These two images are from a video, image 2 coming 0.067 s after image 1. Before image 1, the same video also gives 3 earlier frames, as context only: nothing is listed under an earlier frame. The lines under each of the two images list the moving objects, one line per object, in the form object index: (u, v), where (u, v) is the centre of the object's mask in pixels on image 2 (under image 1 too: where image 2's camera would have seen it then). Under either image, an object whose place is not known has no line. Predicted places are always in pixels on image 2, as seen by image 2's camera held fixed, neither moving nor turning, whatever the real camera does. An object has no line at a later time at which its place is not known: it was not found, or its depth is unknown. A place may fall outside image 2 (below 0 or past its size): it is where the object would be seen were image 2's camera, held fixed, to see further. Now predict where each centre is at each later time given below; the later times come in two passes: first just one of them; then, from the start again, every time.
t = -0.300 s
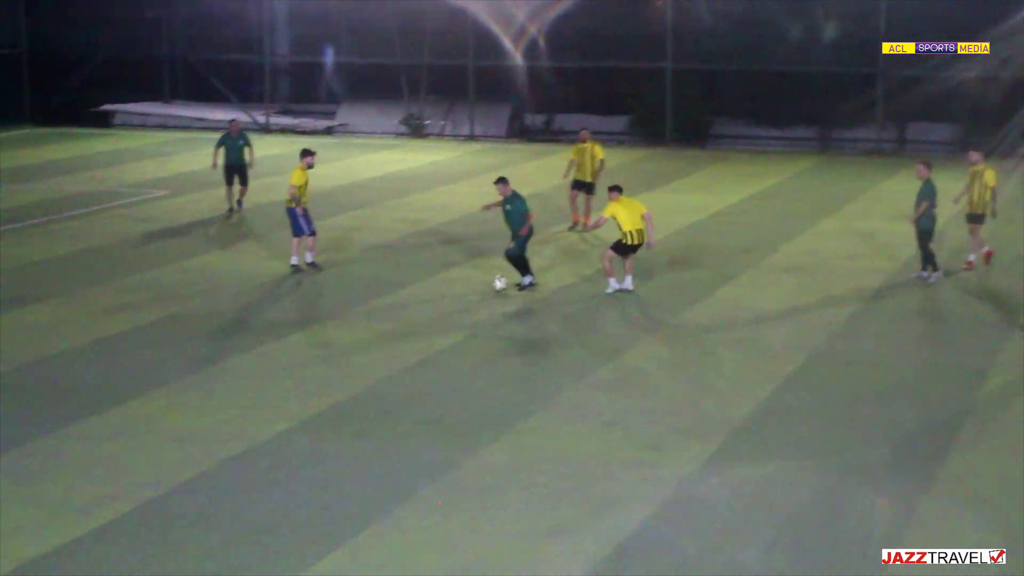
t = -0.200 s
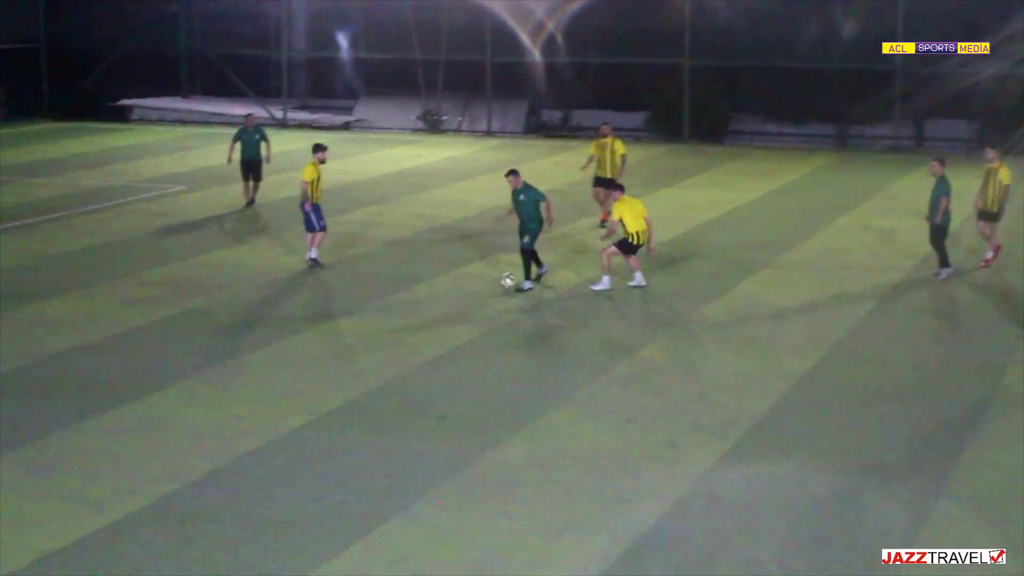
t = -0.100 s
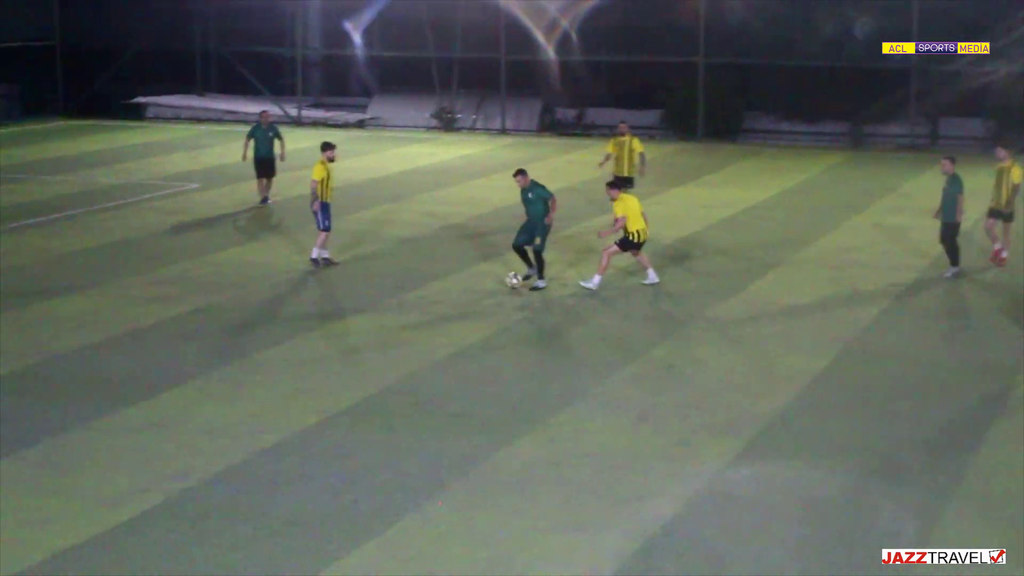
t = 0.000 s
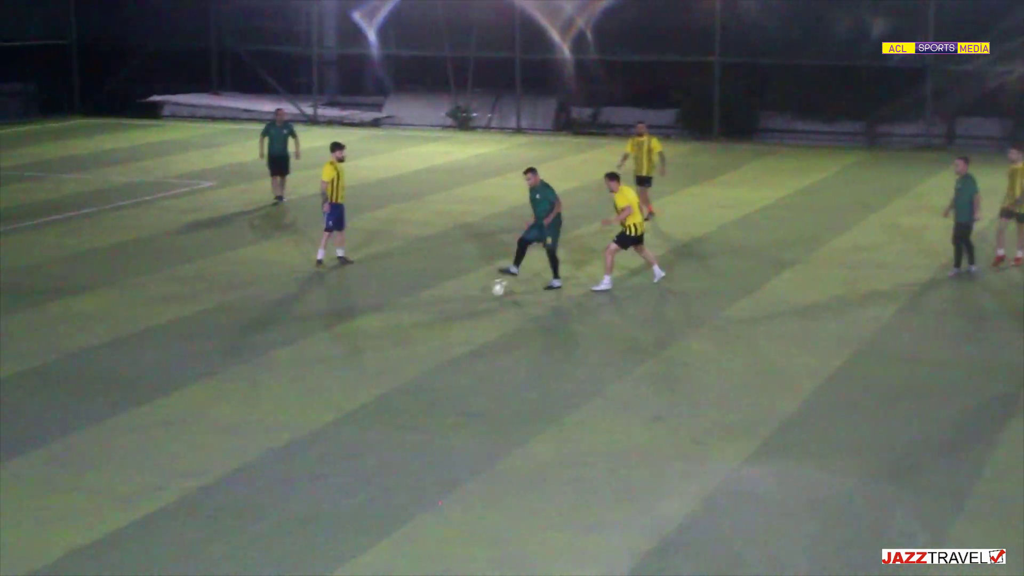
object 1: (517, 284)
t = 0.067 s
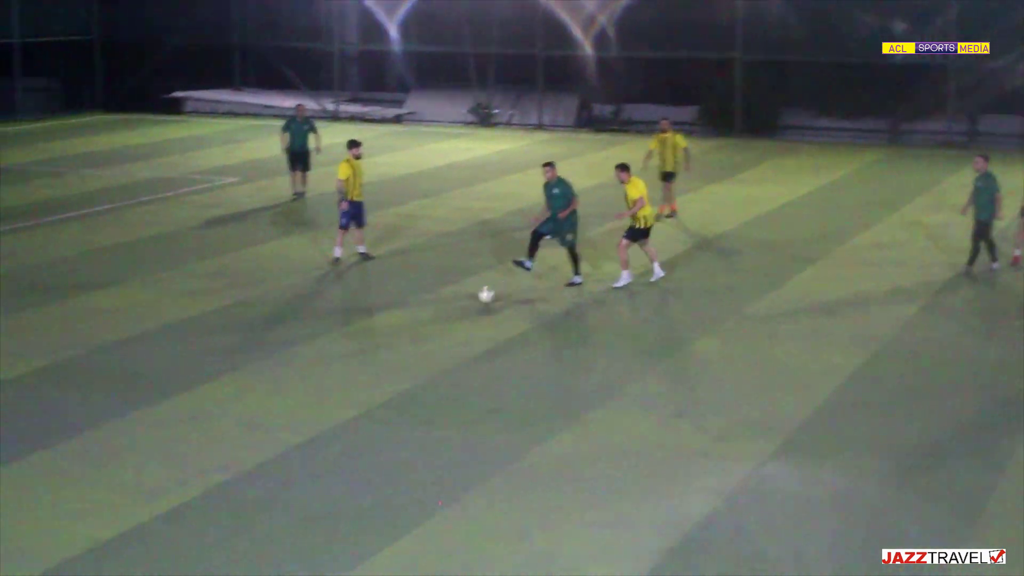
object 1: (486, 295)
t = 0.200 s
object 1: (442, 312)
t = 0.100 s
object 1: (479, 298)
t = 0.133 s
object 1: (462, 304)
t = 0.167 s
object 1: (449, 309)
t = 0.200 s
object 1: (442, 312)
